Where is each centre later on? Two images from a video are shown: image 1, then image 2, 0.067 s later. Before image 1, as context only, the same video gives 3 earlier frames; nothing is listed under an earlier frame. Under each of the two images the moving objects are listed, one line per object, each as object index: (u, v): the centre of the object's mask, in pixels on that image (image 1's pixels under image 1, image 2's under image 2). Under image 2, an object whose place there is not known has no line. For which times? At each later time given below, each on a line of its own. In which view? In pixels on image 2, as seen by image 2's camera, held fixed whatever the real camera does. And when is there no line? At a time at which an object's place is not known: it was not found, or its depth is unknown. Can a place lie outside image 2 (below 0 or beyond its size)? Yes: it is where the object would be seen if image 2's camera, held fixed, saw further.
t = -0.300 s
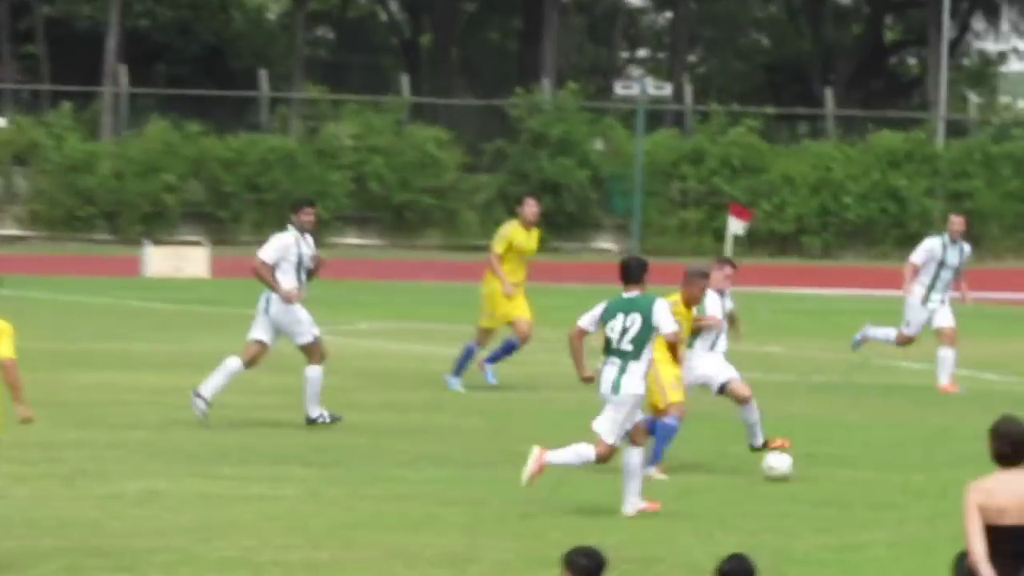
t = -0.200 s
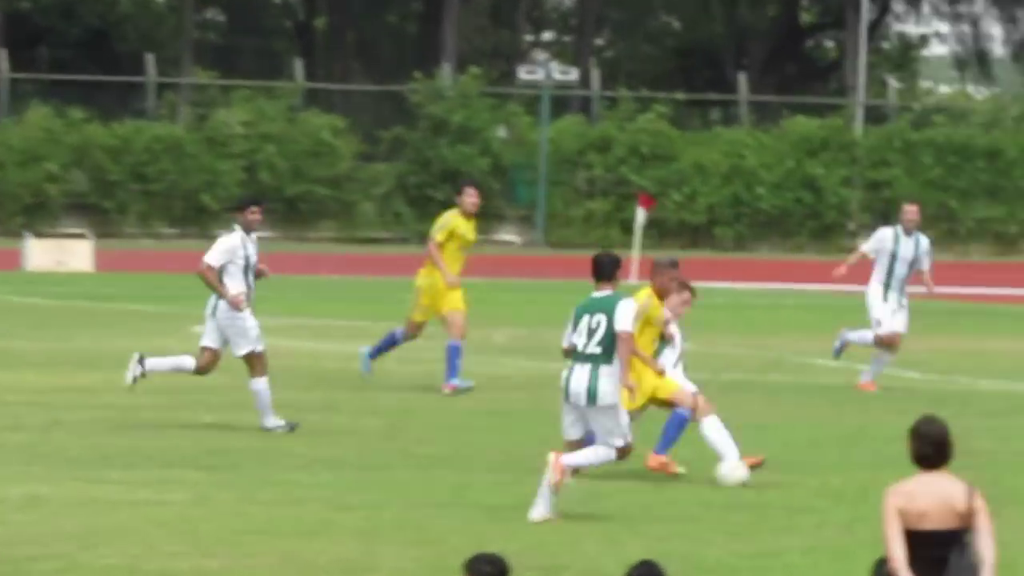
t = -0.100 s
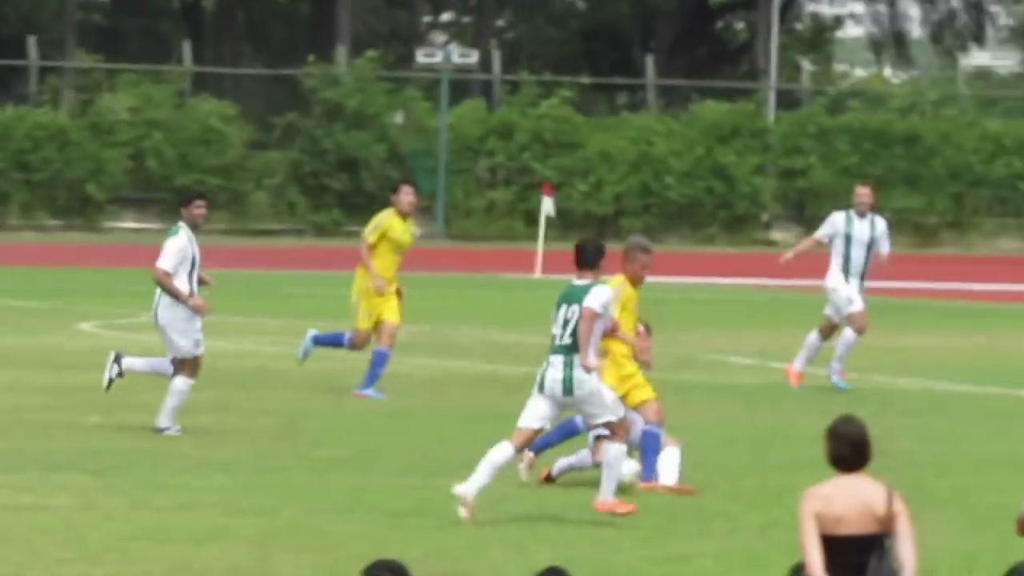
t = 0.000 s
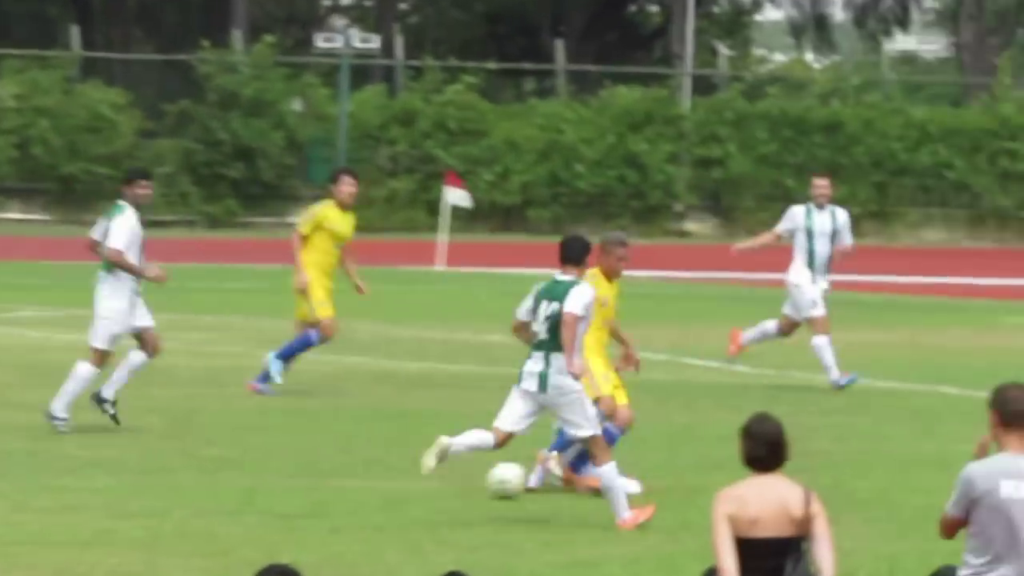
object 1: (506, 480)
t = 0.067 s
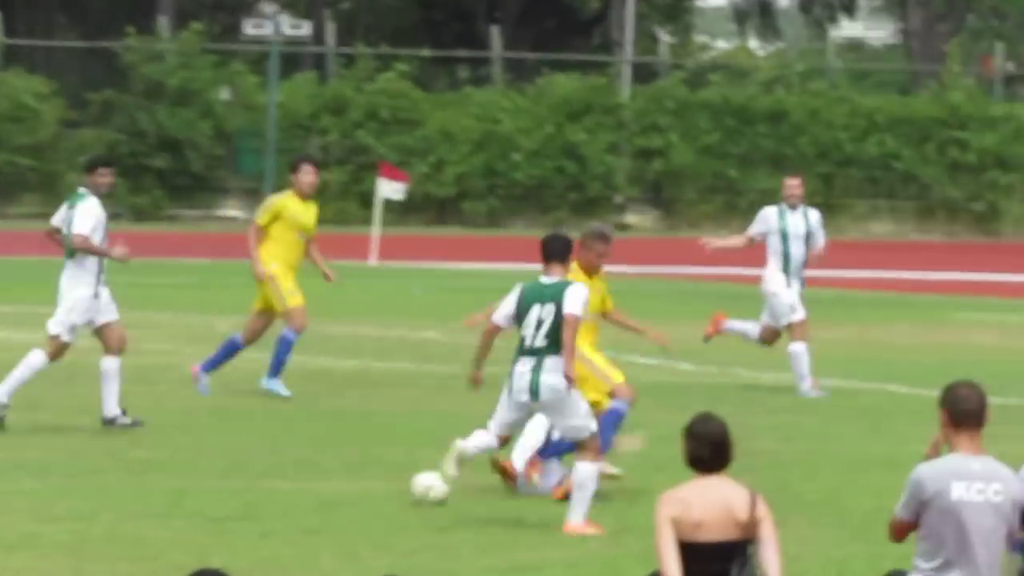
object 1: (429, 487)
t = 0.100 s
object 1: (425, 482)
